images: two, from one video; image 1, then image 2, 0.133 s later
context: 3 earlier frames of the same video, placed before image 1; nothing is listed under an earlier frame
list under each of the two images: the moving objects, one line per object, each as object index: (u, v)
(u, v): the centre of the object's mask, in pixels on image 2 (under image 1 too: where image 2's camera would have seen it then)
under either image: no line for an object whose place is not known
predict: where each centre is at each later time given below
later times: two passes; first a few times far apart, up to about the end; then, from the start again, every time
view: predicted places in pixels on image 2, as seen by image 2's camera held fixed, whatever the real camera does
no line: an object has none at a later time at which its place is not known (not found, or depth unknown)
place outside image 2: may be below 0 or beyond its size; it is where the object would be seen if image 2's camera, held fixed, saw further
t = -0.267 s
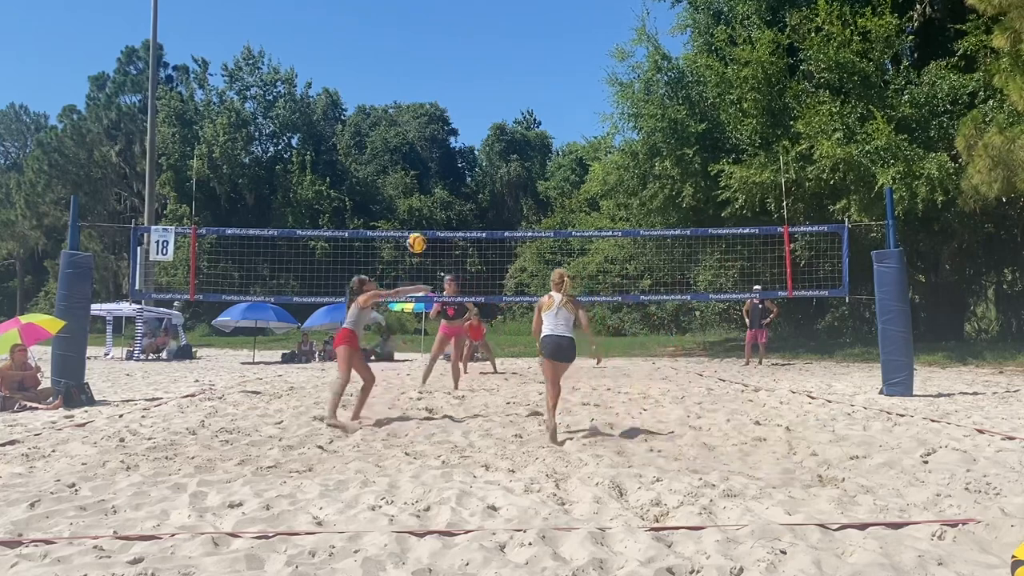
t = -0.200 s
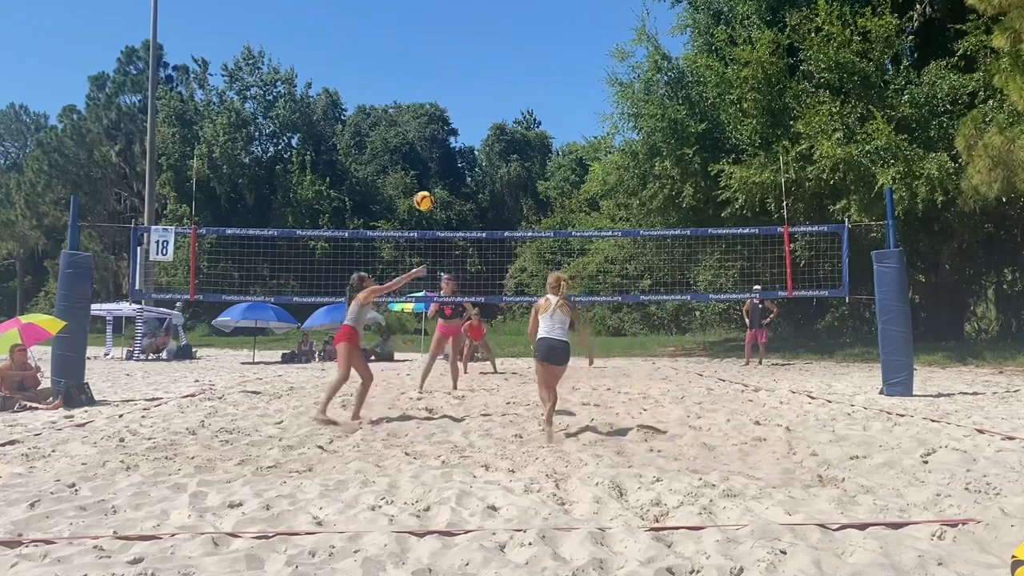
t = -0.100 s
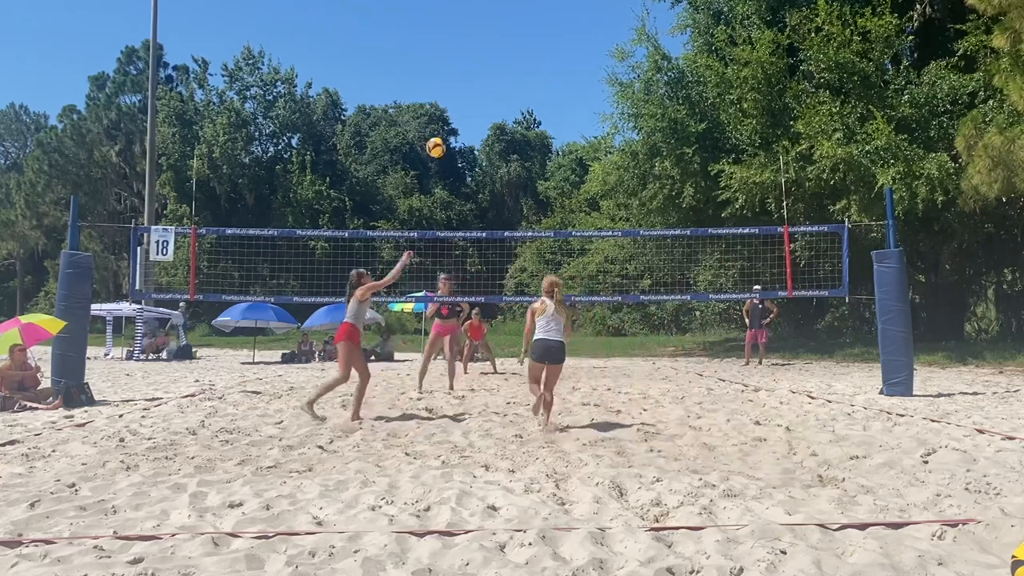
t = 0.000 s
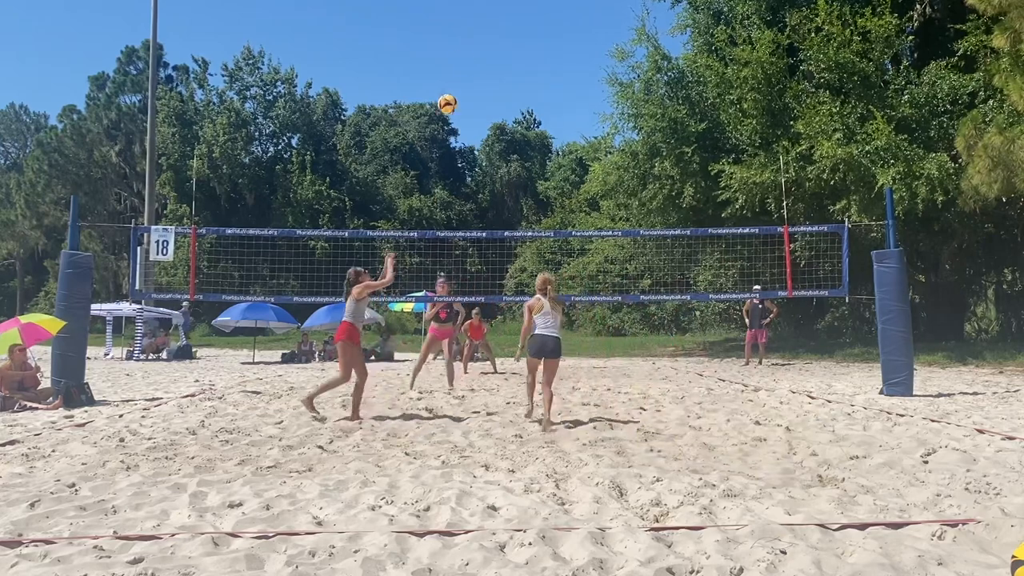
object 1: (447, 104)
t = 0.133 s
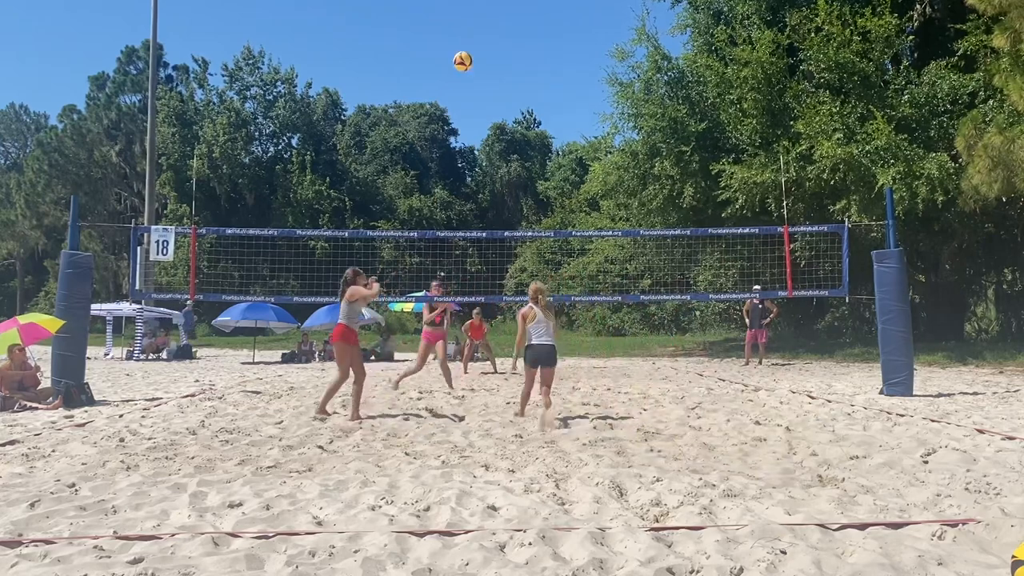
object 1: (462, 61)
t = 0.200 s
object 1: (470, 46)
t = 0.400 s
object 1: (492, 25)
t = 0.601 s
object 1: (515, 39)
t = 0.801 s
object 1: (536, 85)
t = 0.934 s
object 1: (549, 133)
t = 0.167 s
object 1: (466, 53)
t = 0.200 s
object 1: (470, 46)
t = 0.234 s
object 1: (474, 40)
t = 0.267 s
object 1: (478, 35)
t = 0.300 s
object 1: (481, 31)
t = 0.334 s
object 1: (485, 28)
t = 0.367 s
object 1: (489, 27)
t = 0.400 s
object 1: (492, 25)
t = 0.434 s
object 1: (496, 25)
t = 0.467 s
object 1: (500, 26)
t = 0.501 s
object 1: (504, 28)
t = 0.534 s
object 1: (507, 31)
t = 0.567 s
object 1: (511, 35)
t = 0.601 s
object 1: (515, 39)
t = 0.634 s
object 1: (518, 45)
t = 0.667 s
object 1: (522, 52)
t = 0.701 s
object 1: (525, 59)
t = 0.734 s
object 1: (529, 66)
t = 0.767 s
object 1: (533, 75)
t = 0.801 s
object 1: (536, 85)
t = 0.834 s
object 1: (539, 96)
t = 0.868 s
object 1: (543, 108)
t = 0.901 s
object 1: (547, 120)
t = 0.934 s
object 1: (549, 133)
